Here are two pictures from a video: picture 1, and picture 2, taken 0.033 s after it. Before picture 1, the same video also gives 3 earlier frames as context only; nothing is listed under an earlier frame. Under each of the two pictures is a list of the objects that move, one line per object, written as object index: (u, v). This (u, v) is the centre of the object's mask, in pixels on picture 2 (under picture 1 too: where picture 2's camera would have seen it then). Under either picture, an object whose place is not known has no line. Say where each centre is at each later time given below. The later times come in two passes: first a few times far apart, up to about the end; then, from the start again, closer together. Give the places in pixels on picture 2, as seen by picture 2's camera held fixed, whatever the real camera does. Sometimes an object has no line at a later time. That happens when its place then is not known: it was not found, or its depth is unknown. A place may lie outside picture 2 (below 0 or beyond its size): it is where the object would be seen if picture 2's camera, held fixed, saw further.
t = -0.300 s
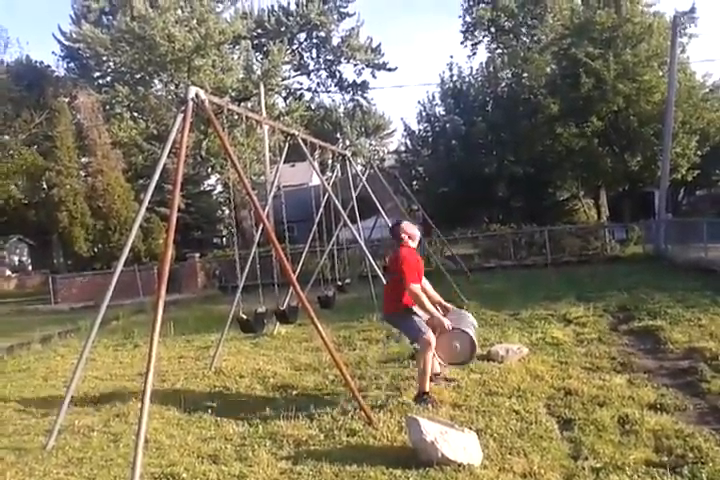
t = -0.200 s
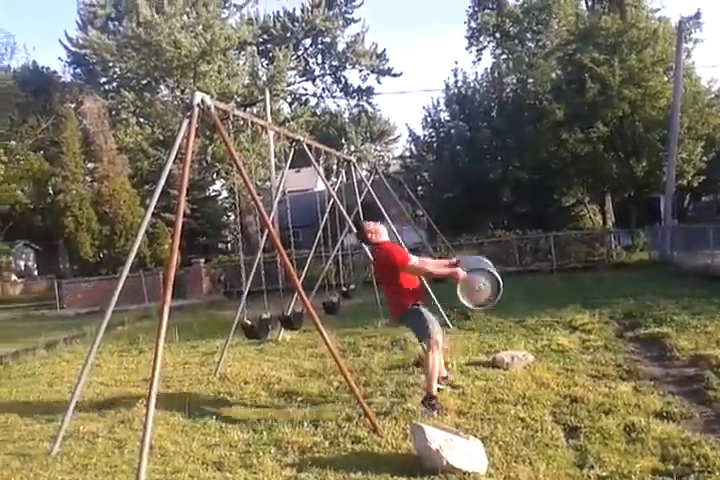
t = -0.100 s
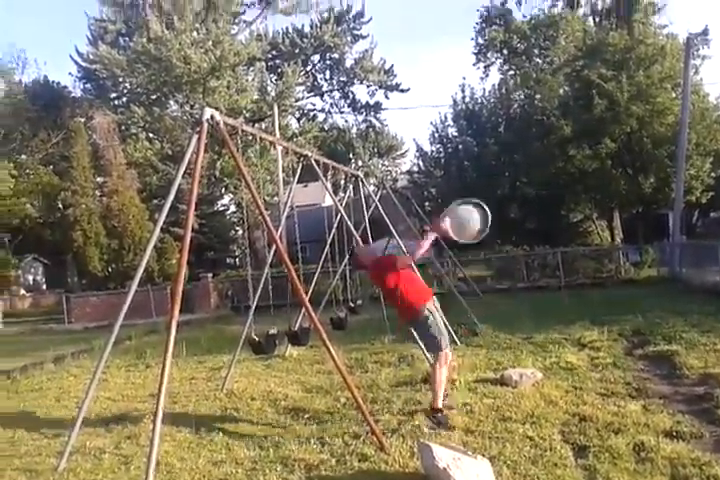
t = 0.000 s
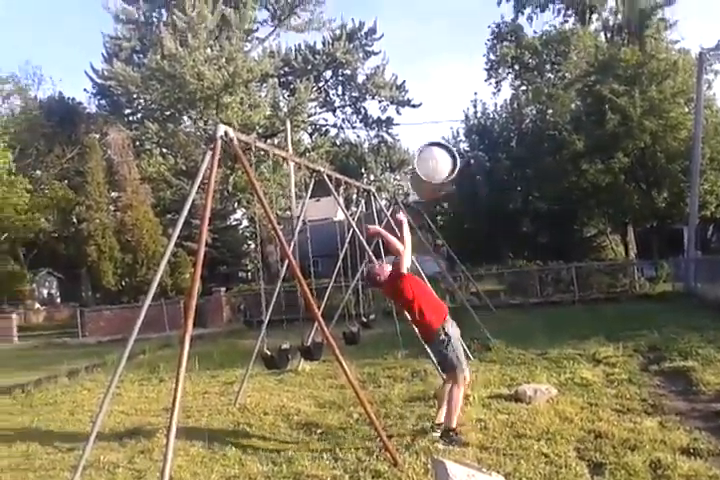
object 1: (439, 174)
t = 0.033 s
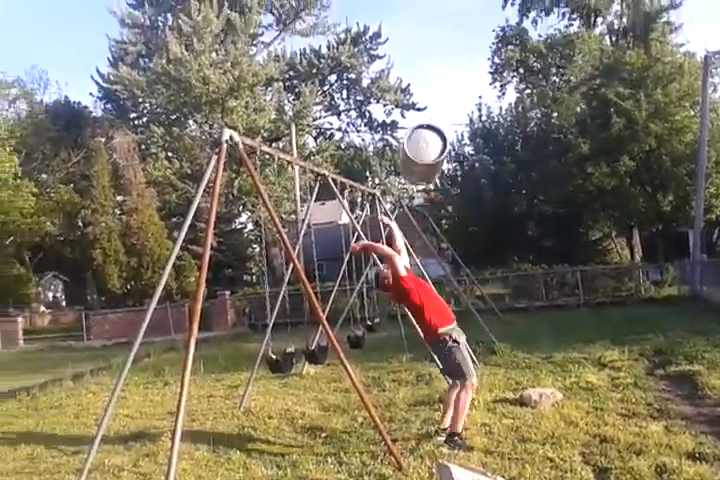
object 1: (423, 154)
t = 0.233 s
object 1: (338, 65)
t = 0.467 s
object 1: (250, 15)
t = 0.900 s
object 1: (94, 72)
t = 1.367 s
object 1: (-42, 334)
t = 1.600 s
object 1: (-109, 436)
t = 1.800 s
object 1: (-183, 415)
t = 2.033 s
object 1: (-264, 439)
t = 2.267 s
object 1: (-305, 475)
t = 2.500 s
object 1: (-294, 476)
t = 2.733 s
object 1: (-298, 479)
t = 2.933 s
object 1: (-293, 479)
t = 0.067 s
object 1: (409, 137)
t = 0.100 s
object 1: (395, 120)
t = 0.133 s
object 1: (380, 104)
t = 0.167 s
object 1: (366, 91)
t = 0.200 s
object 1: (352, 79)
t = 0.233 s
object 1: (338, 65)
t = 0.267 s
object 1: (324, 57)
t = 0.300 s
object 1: (312, 47)
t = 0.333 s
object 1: (299, 39)
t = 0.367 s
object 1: (287, 33)
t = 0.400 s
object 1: (273, 25)
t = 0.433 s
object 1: (259, 20)
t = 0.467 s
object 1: (250, 15)
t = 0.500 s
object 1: (237, 11)
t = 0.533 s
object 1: (227, 8)
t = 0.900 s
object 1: (94, 72)
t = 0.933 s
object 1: (84, 85)
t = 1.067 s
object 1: (43, 141)
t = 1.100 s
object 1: (35, 156)
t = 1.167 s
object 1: (16, 191)
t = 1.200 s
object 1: (6, 212)
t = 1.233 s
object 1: (-6, 236)
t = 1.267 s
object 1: (-15, 260)
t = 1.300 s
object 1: (-24, 286)
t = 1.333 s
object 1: (-32, 308)
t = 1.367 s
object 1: (-42, 334)
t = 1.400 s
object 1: (-48, 360)
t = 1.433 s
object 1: (-57, 387)
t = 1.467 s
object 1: (-64, 416)
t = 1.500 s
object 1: (-73, 445)
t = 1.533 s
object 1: (-81, 452)
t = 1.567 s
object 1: (-96, 442)
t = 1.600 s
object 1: (-109, 436)
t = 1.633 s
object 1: (-121, 430)
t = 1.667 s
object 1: (-134, 422)
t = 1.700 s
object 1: (-147, 420)
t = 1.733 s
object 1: (-160, 417)
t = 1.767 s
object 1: (-171, 416)
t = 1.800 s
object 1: (-183, 415)
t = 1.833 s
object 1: (-196, 415)
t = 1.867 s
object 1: (-207, 416)
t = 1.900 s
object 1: (-219, 418)
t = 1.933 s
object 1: (-231, 420)
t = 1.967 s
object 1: (-243, 423)
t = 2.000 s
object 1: (-254, 432)
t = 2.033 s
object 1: (-264, 439)
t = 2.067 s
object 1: (-276, 446)
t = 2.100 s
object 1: (-287, 455)
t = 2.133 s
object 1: (-298, 466)
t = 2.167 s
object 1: (-306, 471)
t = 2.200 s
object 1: (-306, 475)
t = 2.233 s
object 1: (-306, 476)
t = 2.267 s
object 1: (-305, 475)
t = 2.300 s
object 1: (-303, 475)
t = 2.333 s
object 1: (-301, 474)
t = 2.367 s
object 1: (-299, 475)
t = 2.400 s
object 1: (-297, 475)
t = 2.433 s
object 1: (-295, 477)
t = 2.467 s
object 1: (-294, 477)
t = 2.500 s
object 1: (-294, 476)
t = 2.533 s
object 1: (-294, 477)
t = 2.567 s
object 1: (-294, 478)
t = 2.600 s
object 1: (-294, 478)
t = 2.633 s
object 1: (-296, 477)
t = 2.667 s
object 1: (-296, 478)
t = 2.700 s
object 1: (-297, 479)
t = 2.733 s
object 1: (-298, 479)
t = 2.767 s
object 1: (-298, 479)
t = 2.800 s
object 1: (-299, 480)
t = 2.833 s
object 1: (-298, 479)
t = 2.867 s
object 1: (-297, 479)
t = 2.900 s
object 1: (-295, 479)
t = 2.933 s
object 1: (-293, 479)
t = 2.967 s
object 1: (-291, 479)
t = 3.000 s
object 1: (-289, 479)
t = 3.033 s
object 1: (-285, 479)
